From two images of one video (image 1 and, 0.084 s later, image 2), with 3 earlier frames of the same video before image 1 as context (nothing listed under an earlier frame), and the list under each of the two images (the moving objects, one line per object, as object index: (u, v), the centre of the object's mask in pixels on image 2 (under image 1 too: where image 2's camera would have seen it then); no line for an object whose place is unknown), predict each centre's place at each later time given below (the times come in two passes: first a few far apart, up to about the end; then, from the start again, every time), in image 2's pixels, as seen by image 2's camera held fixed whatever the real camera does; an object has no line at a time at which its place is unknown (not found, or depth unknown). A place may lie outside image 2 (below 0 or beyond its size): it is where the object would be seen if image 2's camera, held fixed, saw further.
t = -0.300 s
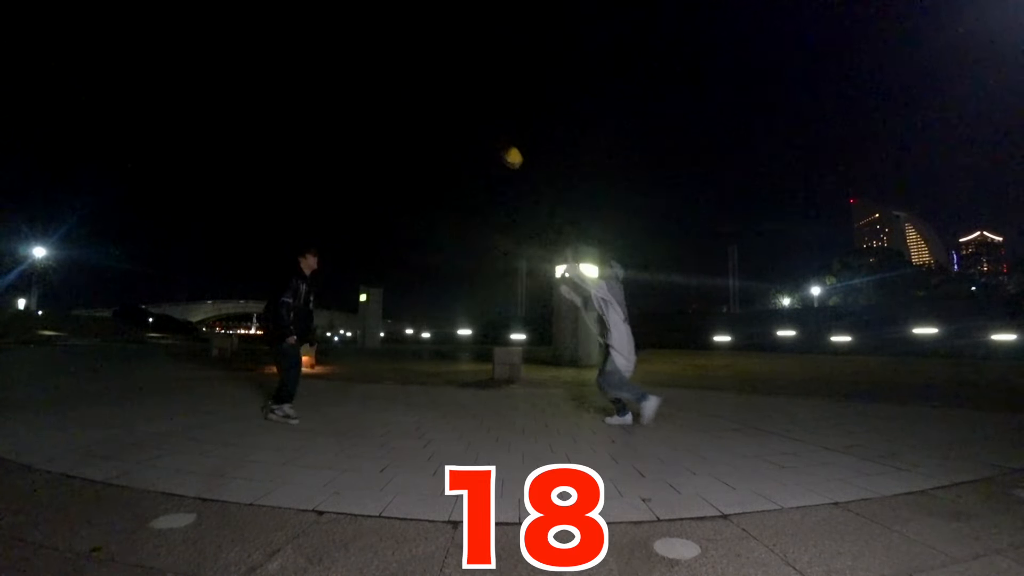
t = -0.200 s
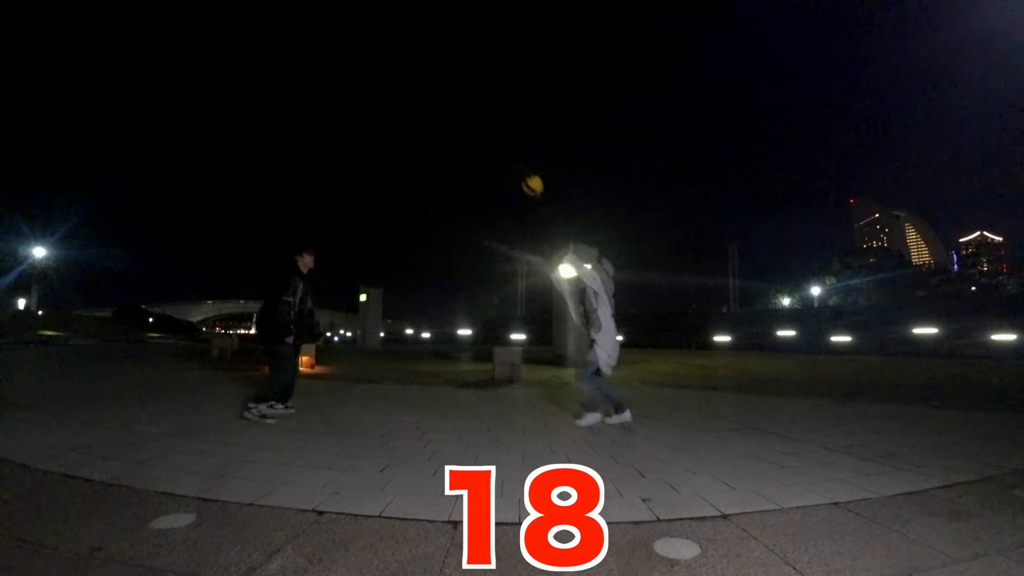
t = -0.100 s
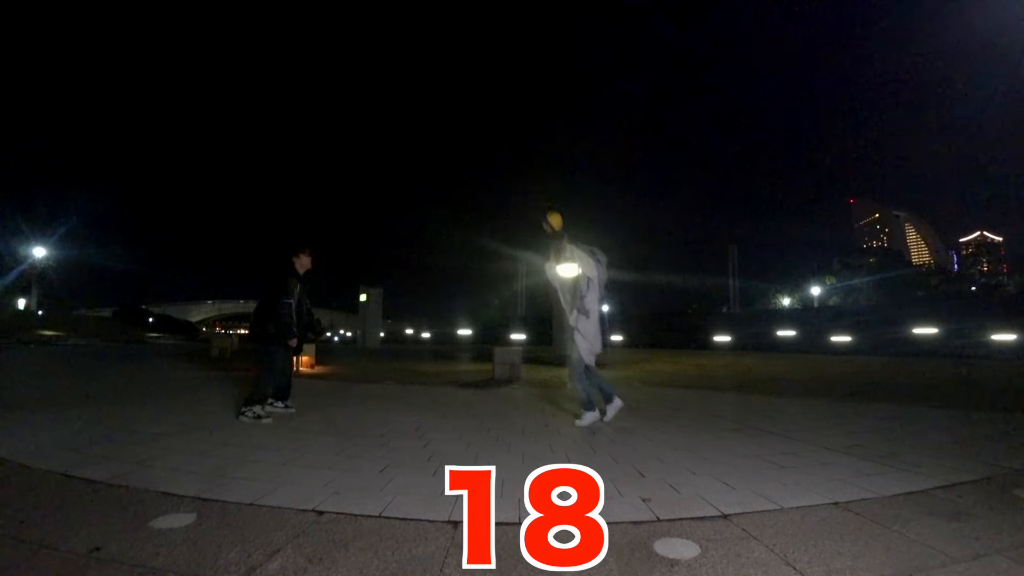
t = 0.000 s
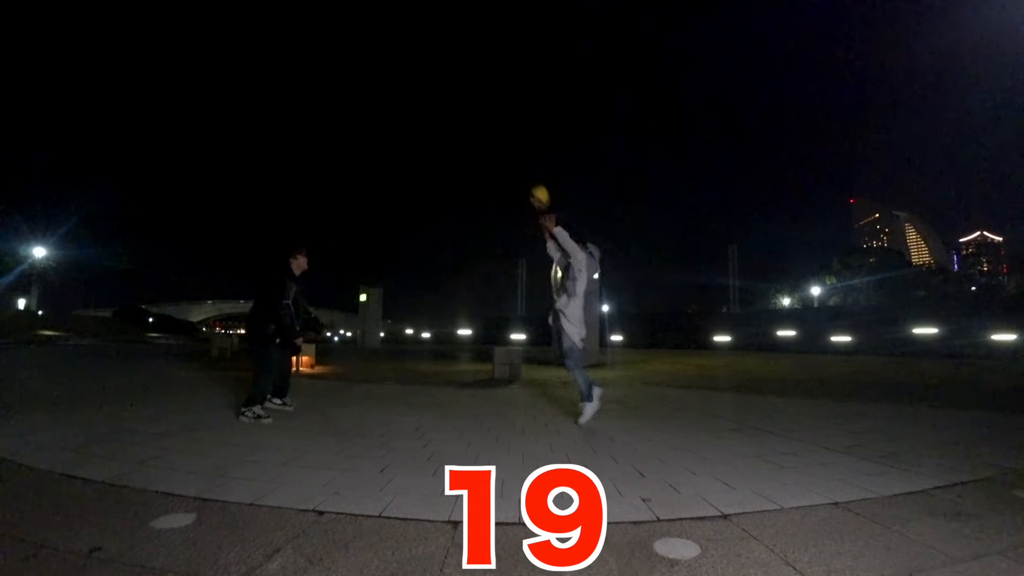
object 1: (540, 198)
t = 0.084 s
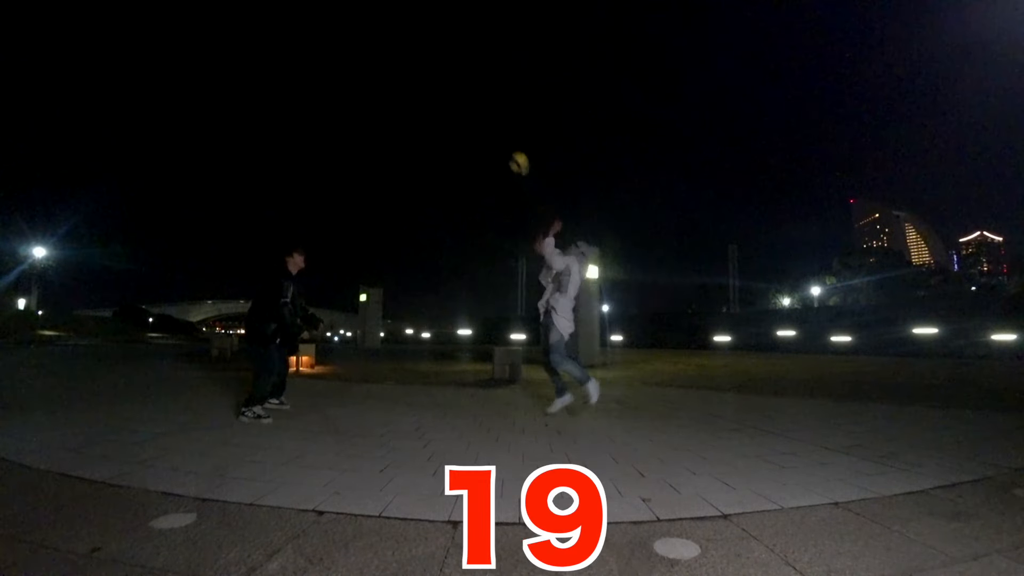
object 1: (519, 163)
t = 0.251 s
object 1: (480, 118)
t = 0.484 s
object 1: (426, 96)
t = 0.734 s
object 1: (366, 122)
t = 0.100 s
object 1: (515, 158)
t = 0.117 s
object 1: (511, 153)
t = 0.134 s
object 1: (508, 147)
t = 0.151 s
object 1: (503, 142)
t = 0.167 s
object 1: (499, 137)
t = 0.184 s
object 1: (496, 133)
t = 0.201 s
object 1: (491, 129)
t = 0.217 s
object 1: (488, 125)
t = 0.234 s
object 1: (483, 121)
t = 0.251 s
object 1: (480, 118)
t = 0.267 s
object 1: (476, 115)
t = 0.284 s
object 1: (472, 112)
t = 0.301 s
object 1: (468, 109)
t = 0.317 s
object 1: (465, 107)
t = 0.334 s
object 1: (460, 105)
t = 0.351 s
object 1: (457, 103)
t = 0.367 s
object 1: (453, 101)
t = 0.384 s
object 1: (449, 100)
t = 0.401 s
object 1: (445, 99)
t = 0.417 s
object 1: (441, 97)
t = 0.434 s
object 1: (437, 97)
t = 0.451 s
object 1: (434, 96)
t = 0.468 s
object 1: (430, 96)
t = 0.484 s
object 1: (426, 96)
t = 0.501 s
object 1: (422, 96)
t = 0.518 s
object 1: (418, 96)
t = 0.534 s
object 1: (414, 97)
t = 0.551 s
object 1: (410, 97)
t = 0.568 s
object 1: (406, 98)
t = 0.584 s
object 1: (402, 100)
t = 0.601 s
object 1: (398, 101)
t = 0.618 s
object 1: (395, 103)
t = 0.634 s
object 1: (390, 105)
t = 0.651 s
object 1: (386, 107)
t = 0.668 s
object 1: (382, 109)
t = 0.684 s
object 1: (378, 112)
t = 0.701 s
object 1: (374, 115)
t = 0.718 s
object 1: (370, 118)
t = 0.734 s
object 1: (366, 122)
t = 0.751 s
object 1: (362, 125)
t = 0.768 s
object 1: (358, 129)
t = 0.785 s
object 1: (354, 133)
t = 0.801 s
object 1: (350, 137)
